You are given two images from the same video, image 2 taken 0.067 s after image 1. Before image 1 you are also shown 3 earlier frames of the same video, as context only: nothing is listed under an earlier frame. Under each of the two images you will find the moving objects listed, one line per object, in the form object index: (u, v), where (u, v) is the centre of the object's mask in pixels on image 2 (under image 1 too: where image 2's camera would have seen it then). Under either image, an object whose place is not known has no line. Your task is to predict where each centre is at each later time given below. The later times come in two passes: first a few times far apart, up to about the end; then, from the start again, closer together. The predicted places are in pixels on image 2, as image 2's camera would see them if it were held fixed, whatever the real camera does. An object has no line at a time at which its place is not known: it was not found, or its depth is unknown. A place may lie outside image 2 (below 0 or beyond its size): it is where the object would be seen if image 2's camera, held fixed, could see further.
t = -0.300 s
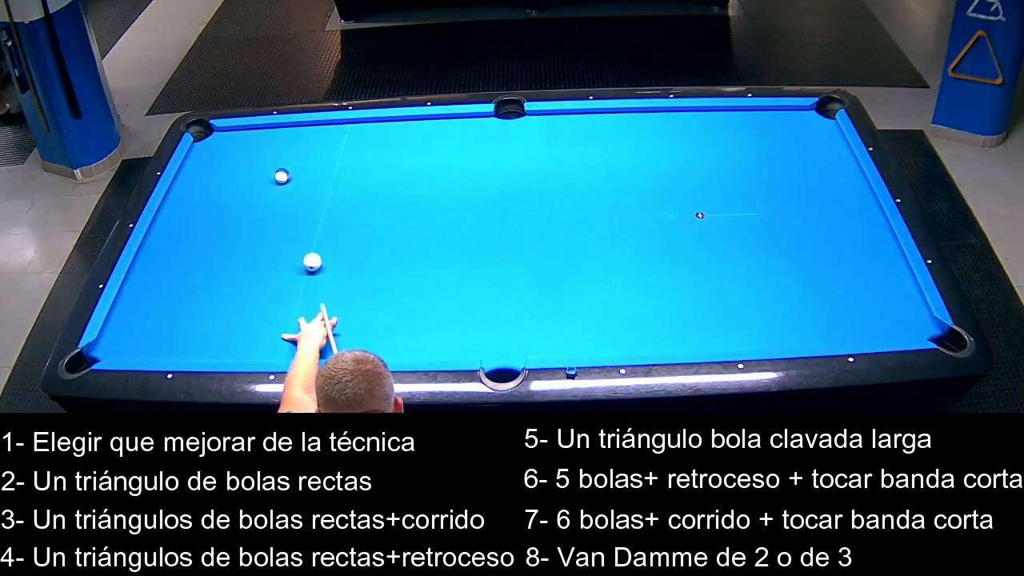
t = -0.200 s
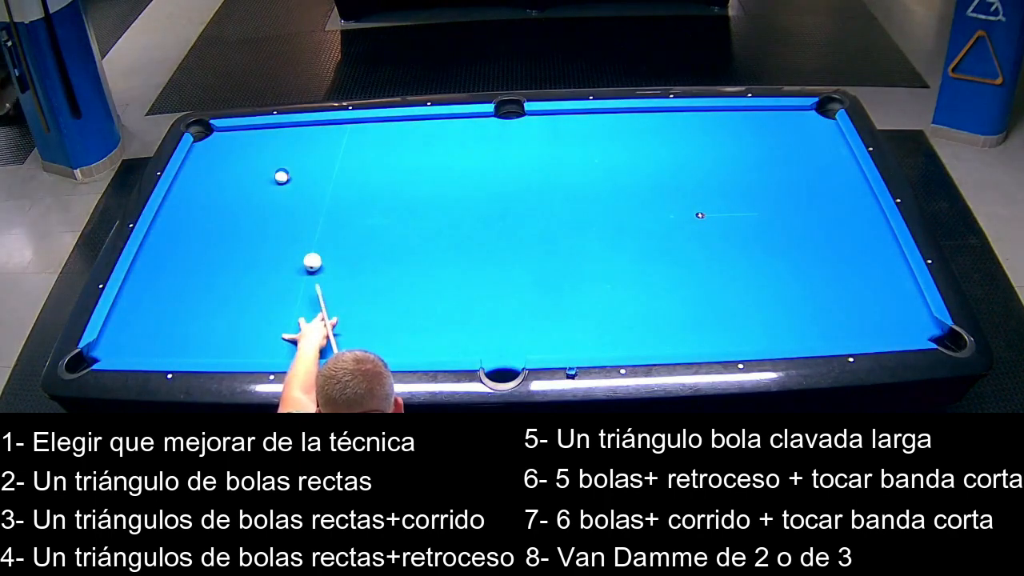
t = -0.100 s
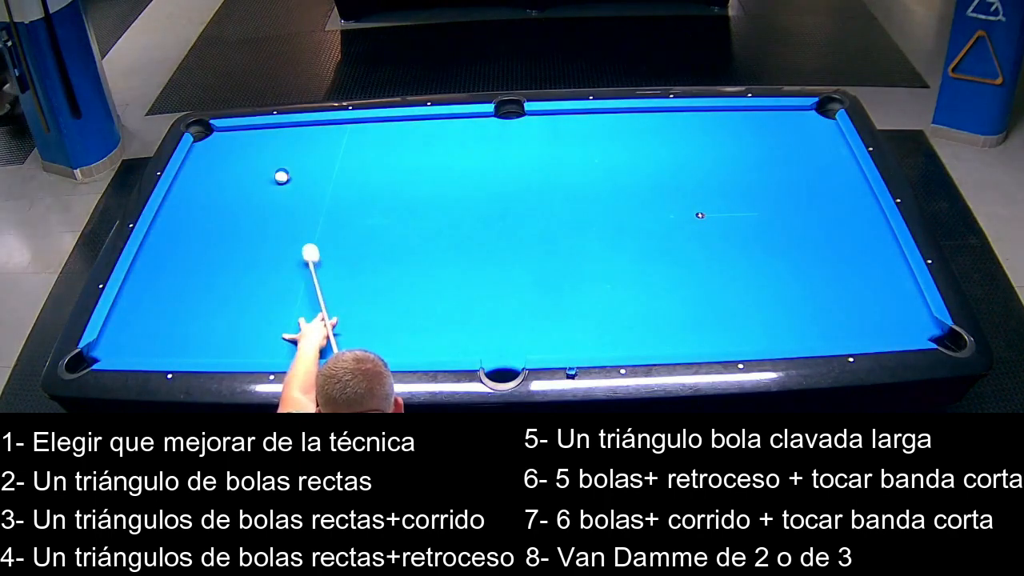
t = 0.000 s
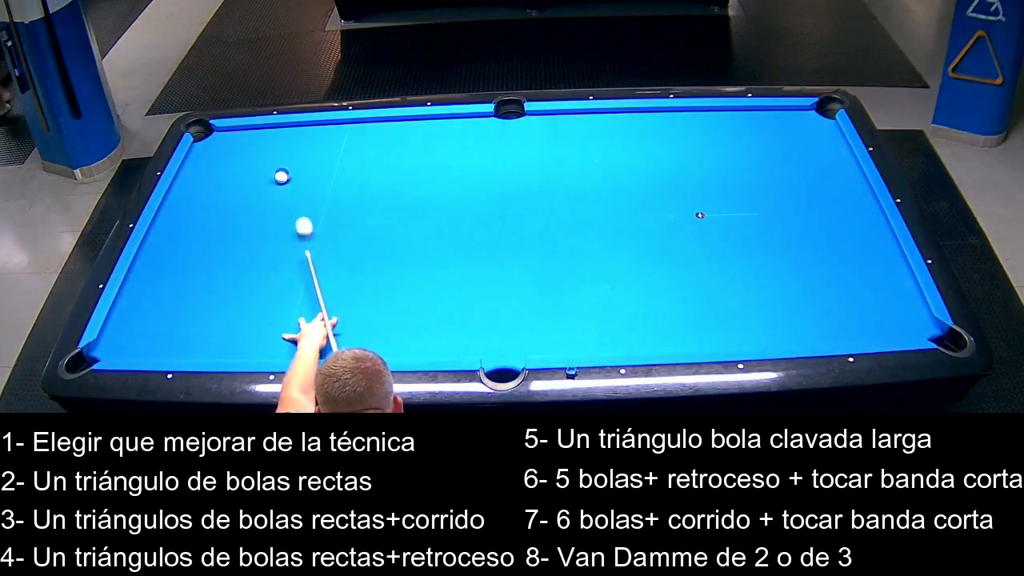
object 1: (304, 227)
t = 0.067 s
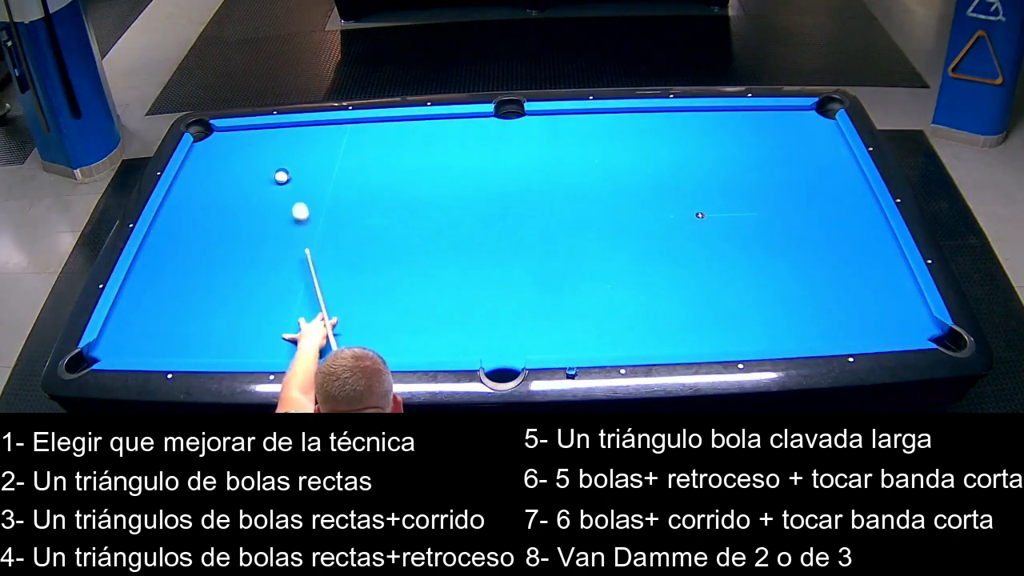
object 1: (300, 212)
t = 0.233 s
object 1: (293, 180)
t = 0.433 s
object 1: (311, 157)
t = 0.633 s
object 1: (329, 133)
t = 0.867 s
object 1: (332, 131)
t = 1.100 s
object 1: (327, 143)
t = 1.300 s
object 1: (323, 152)
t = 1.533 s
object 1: (318, 163)
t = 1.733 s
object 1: (314, 172)
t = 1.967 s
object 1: (309, 182)
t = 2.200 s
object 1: (304, 192)
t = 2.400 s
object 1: (301, 199)
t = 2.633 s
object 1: (297, 208)
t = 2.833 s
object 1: (293, 214)
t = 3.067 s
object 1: (290, 222)
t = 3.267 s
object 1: (287, 227)
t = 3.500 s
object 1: (283, 233)
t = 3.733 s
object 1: (280, 238)
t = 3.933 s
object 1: (278, 242)
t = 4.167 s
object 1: (276, 246)
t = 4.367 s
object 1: (274, 249)
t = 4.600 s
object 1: (274, 251)
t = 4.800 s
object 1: (274, 253)
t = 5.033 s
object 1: (274, 253)
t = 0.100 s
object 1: (298, 205)
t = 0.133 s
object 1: (296, 198)
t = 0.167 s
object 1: (295, 192)
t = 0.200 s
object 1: (293, 185)
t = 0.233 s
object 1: (293, 180)
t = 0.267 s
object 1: (296, 176)
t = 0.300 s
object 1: (300, 173)
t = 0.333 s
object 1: (303, 169)
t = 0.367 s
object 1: (306, 165)
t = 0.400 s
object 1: (309, 161)
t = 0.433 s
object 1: (311, 157)
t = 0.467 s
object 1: (314, 154)
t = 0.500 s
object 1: (316, 150)
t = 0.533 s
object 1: (319, 146)
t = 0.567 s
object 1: (321, 143)
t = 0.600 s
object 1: (324, 140)
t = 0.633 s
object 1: (329, 133)
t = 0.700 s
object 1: (331, 130)
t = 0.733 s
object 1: (335, 125)
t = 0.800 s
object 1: (334, 126)
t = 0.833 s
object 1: (333, 130)
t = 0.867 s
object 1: (332, 131)
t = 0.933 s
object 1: (331, 135)
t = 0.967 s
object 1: (330, 136)
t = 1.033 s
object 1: (329, 139)
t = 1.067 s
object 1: (328, 141)
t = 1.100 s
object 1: (327, 143)
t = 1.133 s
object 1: (326, 144)
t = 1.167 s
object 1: (326, 146)
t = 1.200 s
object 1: (325, 147)
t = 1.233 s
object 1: (324, 149)
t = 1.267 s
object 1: (324, 151)
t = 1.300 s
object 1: (323, 152)
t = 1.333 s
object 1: (322, 154)
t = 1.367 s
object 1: (322, 155)
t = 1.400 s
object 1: (321, 157)
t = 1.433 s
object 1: (320, 158)
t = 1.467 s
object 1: (319, 160)
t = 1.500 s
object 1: (319, 162)
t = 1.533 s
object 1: (318, 163)
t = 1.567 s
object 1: (317, 164)
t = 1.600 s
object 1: (317, 166)
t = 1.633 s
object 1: (316, 168)
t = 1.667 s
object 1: (315, 169)
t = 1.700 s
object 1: (315, 171)
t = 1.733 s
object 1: (314, 172)
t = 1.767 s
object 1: (313, 173)
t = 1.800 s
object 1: (313, 175)
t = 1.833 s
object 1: (312, 176)
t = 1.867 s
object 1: (311, 178)
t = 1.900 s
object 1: (310, 179)
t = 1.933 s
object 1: (310, 181)
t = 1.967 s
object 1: (309, 182)
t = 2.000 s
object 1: (309, 183)
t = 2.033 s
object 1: (308, 185)
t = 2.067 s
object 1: (307, 186)
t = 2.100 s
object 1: (306, 187)
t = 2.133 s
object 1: (306, 189)
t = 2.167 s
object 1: (305, 190)
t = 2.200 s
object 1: (304, 192)
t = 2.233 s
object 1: (304, 193)
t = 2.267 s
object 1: (303, 194)
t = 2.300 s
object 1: (302, 195)
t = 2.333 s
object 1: (302, 197)
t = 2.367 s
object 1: (301, 198)
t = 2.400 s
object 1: (301, 199)
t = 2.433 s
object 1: (300, 200)
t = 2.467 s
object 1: (299, 202)
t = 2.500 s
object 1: (299, 203)
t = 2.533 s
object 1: (298, 204)
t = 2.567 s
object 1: (298, 205)
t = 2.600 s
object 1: (297, 207)
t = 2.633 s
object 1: (297, 208)
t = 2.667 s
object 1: (296, 209)
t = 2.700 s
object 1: (295, 210)
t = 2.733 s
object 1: (295, 211)
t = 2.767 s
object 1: (294, 212)
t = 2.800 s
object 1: (294, 213)
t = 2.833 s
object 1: (293, 214)
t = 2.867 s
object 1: (293, 215)
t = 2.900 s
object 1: (292, 217)
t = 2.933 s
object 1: (291, 218)
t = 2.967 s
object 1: (291, 219)
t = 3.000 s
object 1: (290, 220)
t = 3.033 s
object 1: (290, 221)
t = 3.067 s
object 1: (290, 222)
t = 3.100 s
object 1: (289, 223)
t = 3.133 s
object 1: (289, 224)
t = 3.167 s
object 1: (288, 224)
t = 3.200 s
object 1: (288, 225)
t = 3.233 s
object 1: (287, 226)
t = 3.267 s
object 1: (287, 227)
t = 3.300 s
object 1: (286, 228)
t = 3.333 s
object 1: (285, 229)
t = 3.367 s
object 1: (285, 230)
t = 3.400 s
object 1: (285, 231)
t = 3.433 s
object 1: (284, 232)
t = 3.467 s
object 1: (284, 232)
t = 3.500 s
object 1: (283, 233)
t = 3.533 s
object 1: (283, 234)
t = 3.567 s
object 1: (282, 235)
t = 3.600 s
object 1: (282, 235)
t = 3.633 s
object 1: (281, 237)
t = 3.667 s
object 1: (281, 237)
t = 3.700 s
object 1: (280, 238)
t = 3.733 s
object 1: (280, 238)
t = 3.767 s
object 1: (279, 239)
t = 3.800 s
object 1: (279, 240)
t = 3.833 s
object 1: (279, 241)
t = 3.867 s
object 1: (278, 241)
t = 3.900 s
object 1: (278, 242)
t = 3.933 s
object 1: (278, 242)
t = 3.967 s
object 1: (277, 243)
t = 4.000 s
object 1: (277, 244)
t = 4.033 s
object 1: (277, 244)
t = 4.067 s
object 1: (276, 245)
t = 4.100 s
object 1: (276, 245)
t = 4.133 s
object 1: (276, 246)
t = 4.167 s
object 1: (276, 246)
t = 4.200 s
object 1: (275, 247)
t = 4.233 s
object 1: (275, 247)
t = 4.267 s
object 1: (275, 248)
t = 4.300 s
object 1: (275, 248)
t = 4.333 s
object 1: (274, 248)
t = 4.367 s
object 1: (274, 249)
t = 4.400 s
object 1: (274, 249)
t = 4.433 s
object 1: (274, 250)
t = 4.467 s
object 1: (274, 250)
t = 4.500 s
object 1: (274, 250)
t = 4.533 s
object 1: (274, 251)
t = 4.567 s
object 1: (274, 251)
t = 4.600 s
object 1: (274, 251)
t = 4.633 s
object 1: (274, 251)
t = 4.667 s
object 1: (274, 252)
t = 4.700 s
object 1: (274, 252)
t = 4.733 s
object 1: (274, 252)
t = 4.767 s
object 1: (274, 252)
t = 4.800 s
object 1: (274, 253)
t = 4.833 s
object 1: (274, 253)
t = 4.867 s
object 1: (274, 253)
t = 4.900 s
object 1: (274, 253)
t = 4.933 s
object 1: (274, 253)
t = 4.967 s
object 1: (274, 253)
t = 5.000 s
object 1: (274, 253)
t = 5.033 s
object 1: (274, 253)
